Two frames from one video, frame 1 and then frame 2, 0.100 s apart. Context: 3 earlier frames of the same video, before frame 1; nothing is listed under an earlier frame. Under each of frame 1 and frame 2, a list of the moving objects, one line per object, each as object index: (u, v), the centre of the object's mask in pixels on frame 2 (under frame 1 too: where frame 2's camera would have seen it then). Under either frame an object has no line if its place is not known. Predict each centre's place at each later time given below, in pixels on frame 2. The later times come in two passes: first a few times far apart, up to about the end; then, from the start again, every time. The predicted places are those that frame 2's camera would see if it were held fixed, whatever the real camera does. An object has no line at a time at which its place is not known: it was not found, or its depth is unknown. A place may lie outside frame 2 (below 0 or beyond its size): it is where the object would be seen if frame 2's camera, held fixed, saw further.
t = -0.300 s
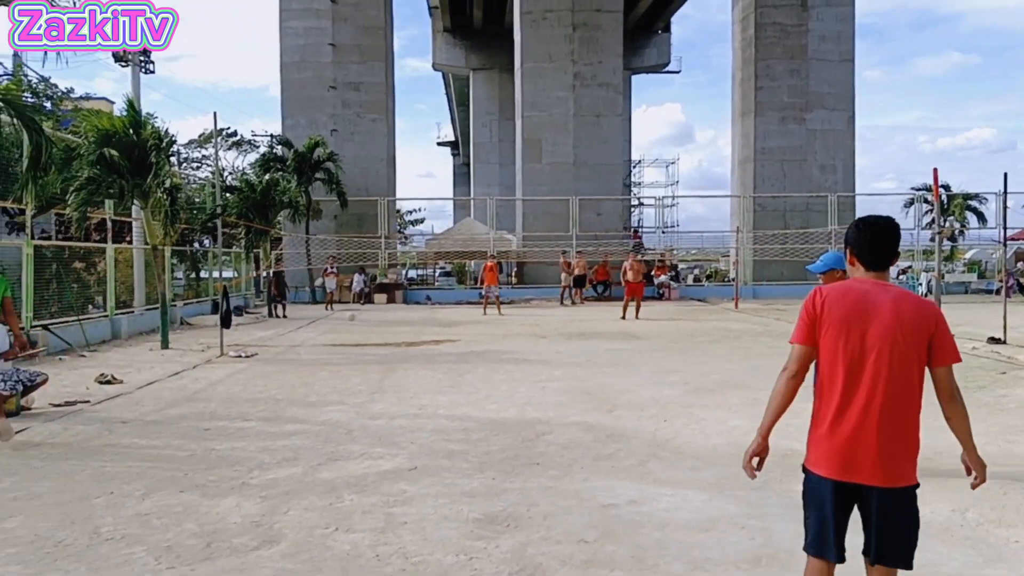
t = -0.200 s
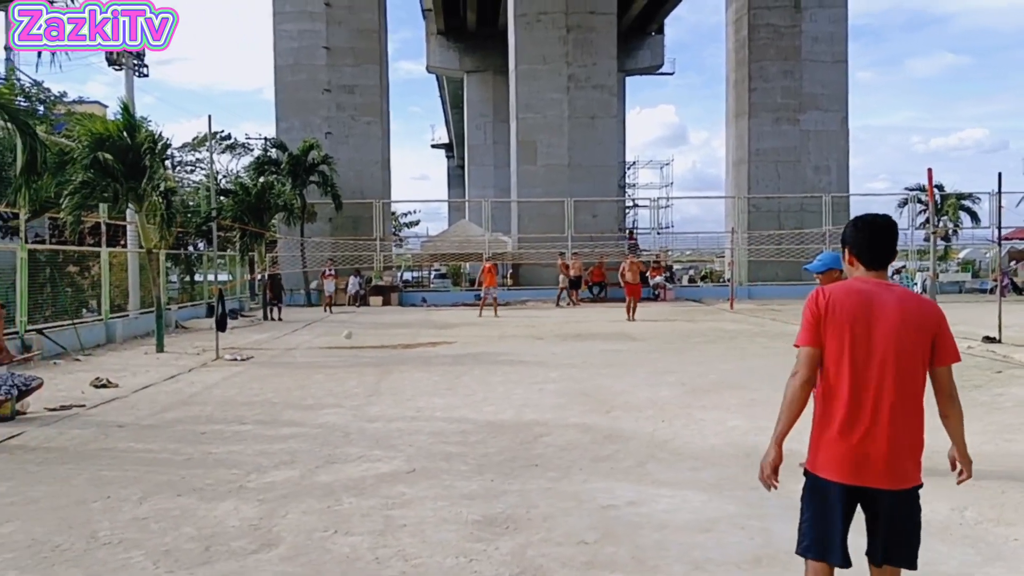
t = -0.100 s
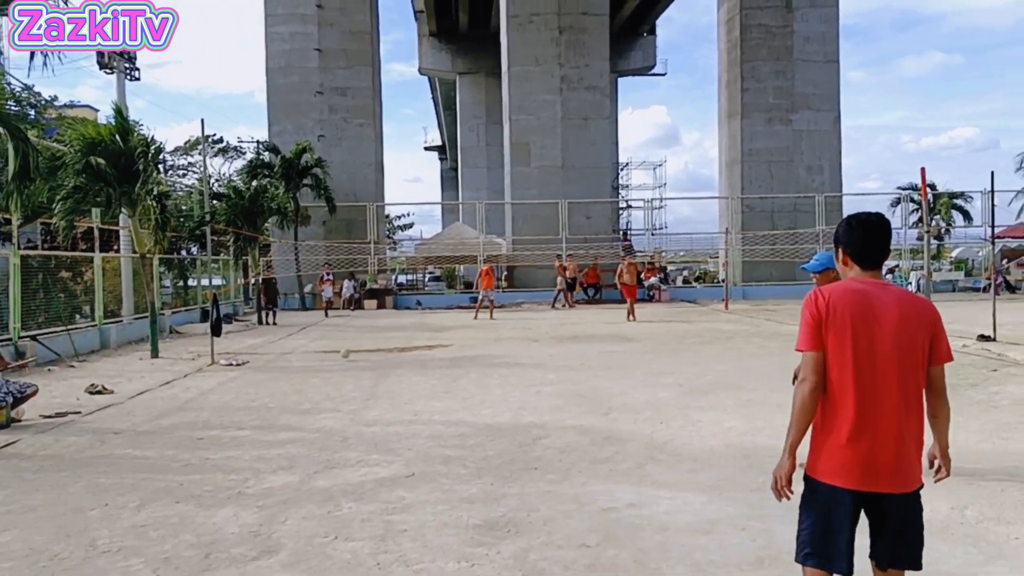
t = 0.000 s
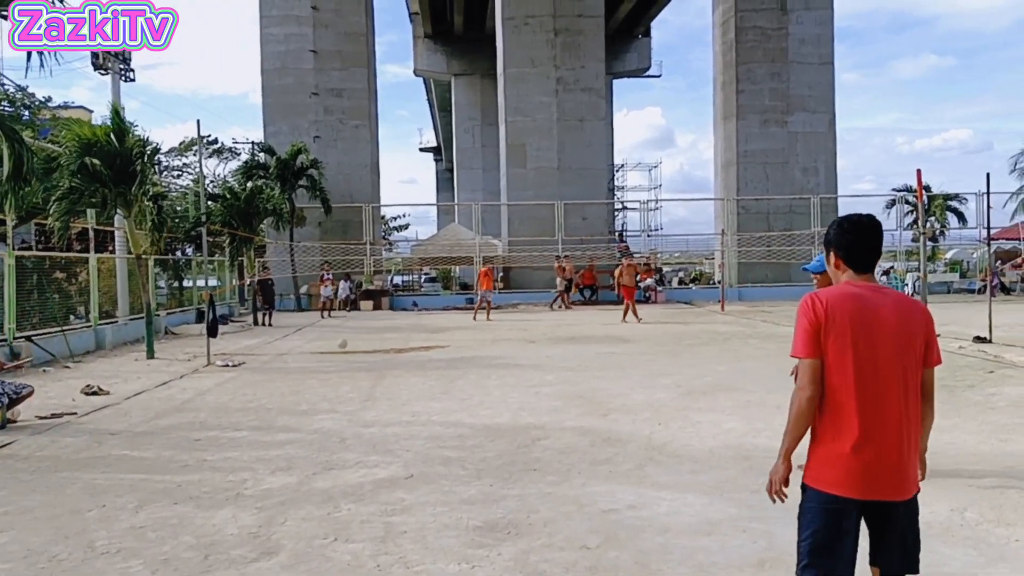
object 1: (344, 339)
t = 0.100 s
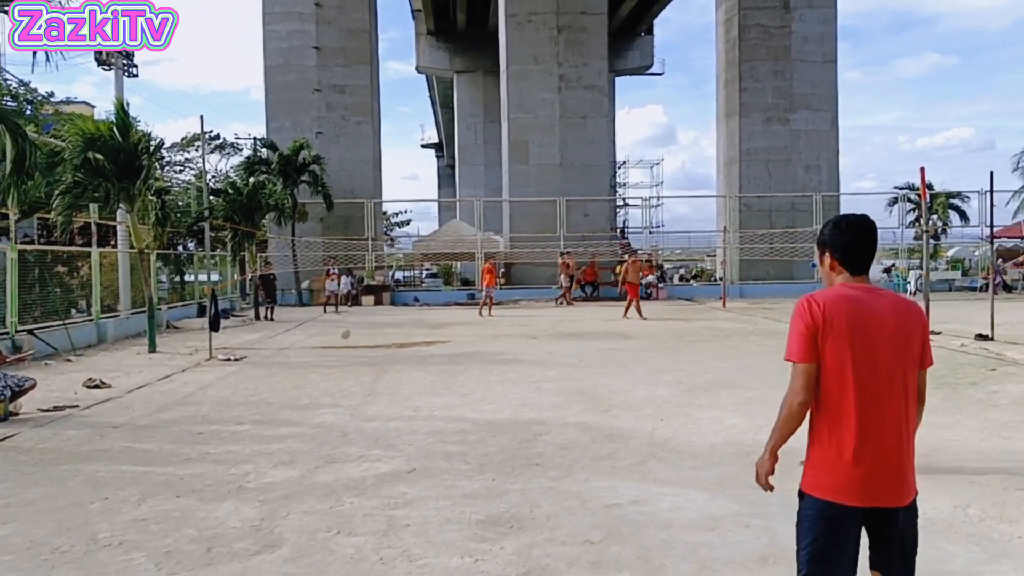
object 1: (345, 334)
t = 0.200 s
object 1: (346, 336)
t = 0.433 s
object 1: (349, 378)
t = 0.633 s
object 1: (350, 370)
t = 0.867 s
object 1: (349, 416)
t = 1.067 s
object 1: (348, 422)
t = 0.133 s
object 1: (345, 334)
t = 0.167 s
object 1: (345, 334)
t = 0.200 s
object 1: (346, 336)
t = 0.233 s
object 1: (346, 339)
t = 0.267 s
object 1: (347, 343)
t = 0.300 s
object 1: (348, 347)
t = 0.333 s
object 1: (348, 352)
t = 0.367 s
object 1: (348, 360)
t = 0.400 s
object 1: (348, 368)
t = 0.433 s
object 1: (349, 378)
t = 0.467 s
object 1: (350, 375)
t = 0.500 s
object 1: (349, 372)
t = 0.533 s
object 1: (350, 370)
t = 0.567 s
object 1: (349, 369)
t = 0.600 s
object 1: (350, 369)
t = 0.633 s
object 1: (350, 370)
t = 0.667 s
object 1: (350, 372)
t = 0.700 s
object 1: (350, 375)
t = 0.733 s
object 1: (350, 380)
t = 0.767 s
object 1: (350, 387)
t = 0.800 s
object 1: (350, 394)
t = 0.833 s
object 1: (349, 404)
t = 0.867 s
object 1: (349, 416)
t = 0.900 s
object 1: (349, 419)
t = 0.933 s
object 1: (349, 417)
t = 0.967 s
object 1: (349, 416)
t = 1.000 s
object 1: (349, 417)
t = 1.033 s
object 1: (348, 418)
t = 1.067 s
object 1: (348, 422)
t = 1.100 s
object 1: (347, 427)
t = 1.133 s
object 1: (347, 434)
